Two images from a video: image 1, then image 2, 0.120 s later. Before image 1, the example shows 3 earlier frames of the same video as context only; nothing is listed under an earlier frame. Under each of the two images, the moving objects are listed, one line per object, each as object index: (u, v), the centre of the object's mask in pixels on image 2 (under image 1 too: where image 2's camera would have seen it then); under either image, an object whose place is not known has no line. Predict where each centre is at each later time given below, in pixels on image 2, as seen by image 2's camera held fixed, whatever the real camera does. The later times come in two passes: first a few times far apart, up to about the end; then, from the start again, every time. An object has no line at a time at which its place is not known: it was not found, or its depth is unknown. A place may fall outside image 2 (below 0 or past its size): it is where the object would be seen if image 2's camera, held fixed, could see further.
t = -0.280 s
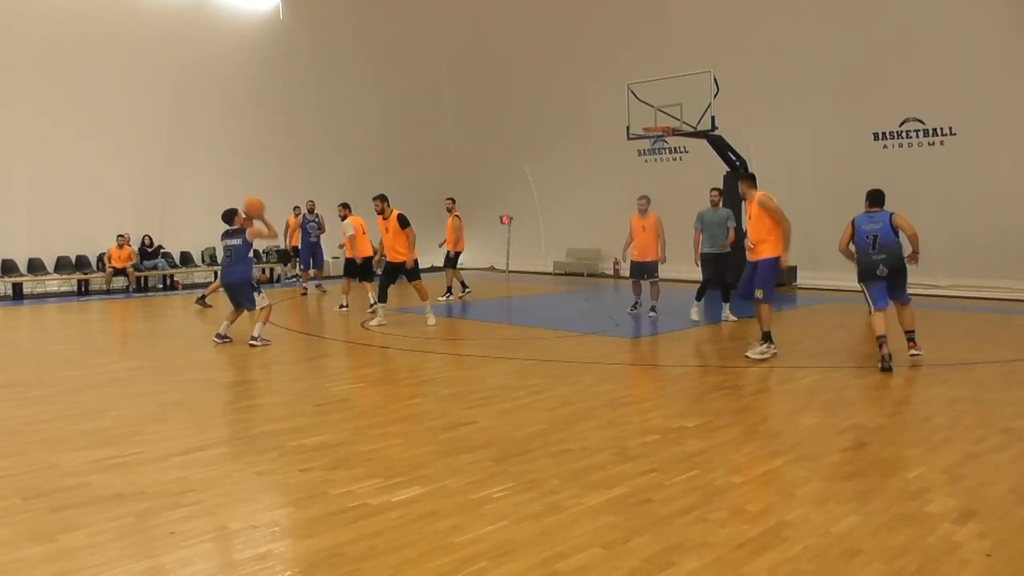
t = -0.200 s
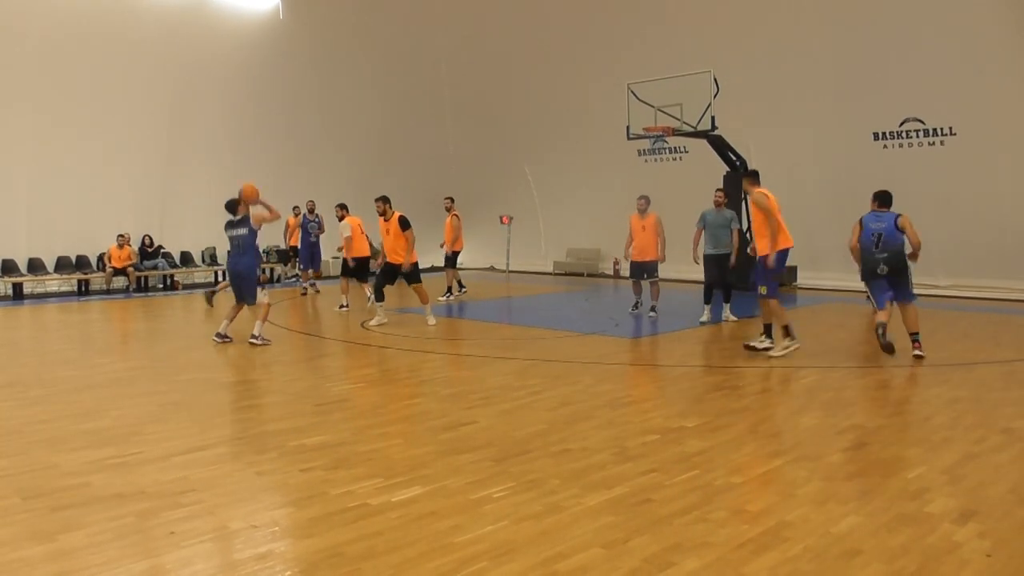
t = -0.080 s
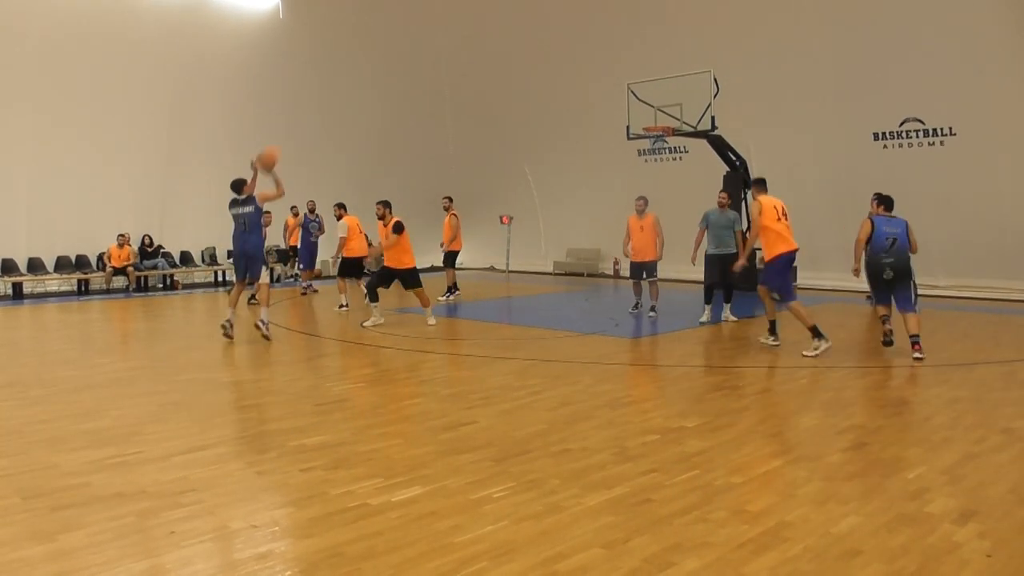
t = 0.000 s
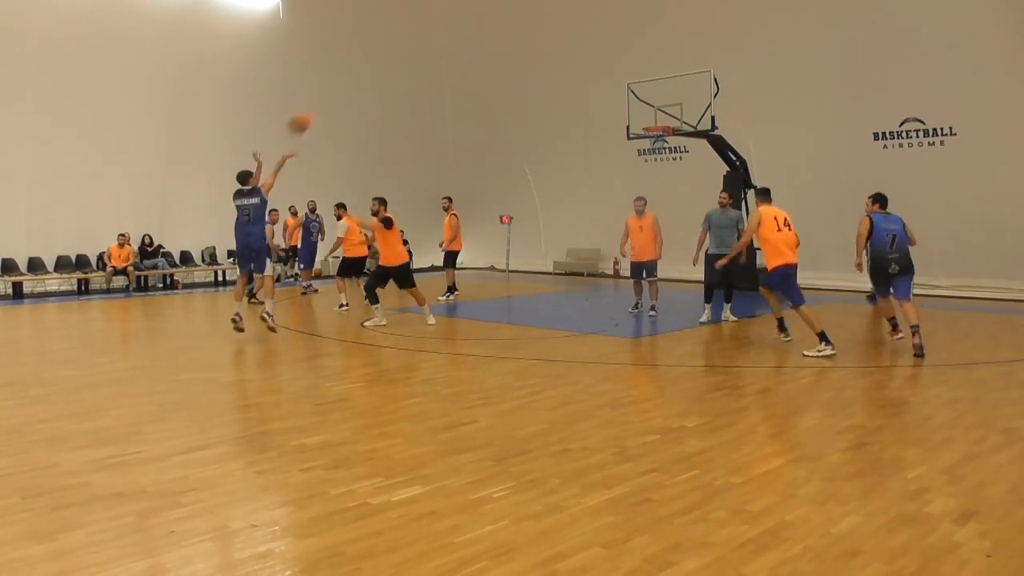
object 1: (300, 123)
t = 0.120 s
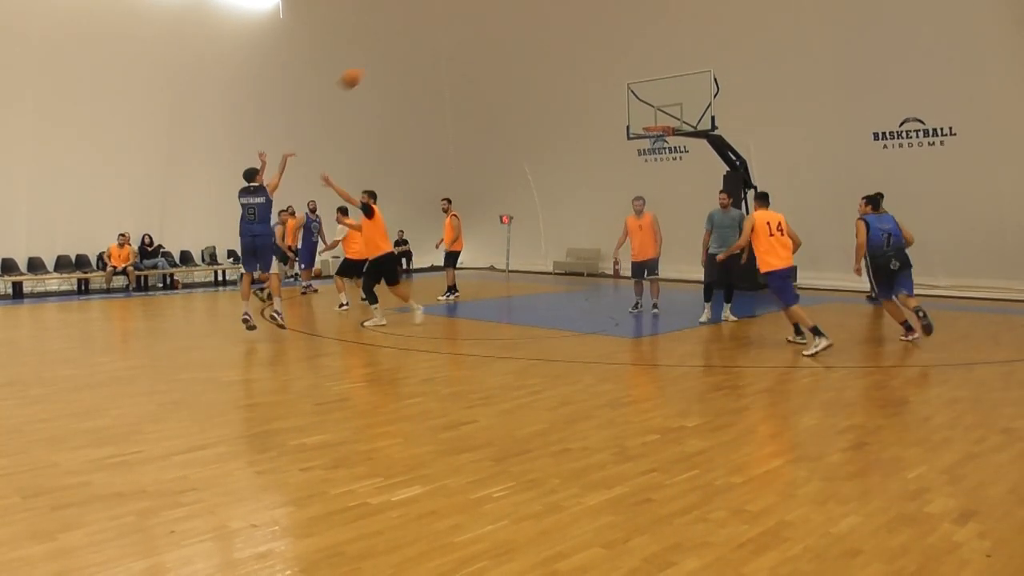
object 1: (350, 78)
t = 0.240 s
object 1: (397, 49)
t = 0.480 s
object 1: (478, 25)
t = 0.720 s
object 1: (545, 40)
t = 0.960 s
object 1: (603, 85)
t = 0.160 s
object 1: (366, 67)
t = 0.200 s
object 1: (382, 56)
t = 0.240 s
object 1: (397, 49)
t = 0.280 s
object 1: (411, 42)
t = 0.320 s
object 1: (425, 35)
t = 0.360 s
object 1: (438, 31)
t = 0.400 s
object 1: (452, 27)
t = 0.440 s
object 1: (466, 26)
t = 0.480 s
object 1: (478, 25)
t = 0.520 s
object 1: (490, 25)
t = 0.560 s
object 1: (502, 25)
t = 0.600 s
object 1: (514, 27)
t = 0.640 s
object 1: (524, 32)
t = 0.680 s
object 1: (535, 35)
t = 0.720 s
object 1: (545, 40)
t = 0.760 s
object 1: (556, 45)
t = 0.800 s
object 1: (566, 52)
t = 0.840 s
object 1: (575, 59)
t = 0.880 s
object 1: (585, 67)
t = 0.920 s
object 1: (594, 76)
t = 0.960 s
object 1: (603, 85)
